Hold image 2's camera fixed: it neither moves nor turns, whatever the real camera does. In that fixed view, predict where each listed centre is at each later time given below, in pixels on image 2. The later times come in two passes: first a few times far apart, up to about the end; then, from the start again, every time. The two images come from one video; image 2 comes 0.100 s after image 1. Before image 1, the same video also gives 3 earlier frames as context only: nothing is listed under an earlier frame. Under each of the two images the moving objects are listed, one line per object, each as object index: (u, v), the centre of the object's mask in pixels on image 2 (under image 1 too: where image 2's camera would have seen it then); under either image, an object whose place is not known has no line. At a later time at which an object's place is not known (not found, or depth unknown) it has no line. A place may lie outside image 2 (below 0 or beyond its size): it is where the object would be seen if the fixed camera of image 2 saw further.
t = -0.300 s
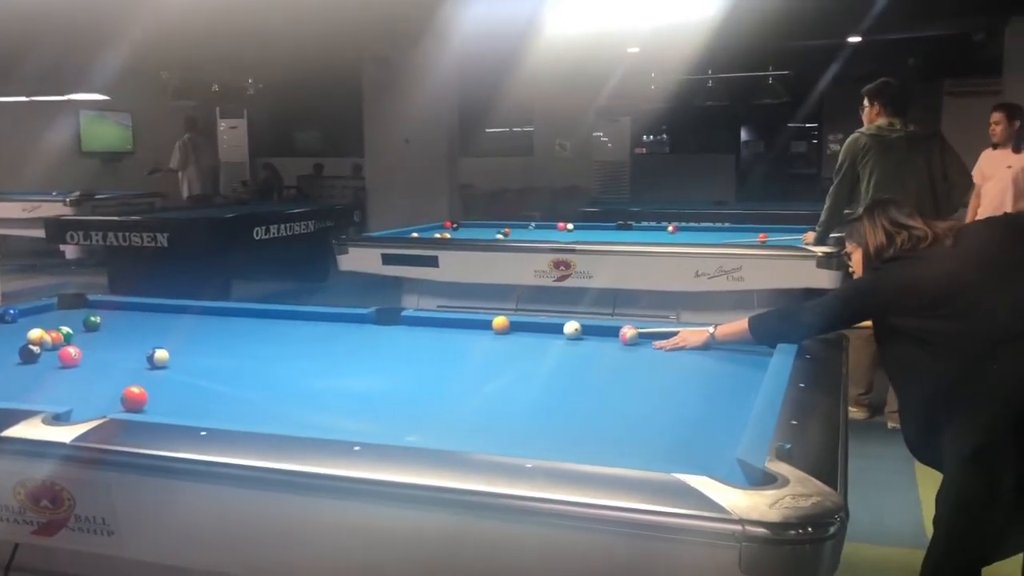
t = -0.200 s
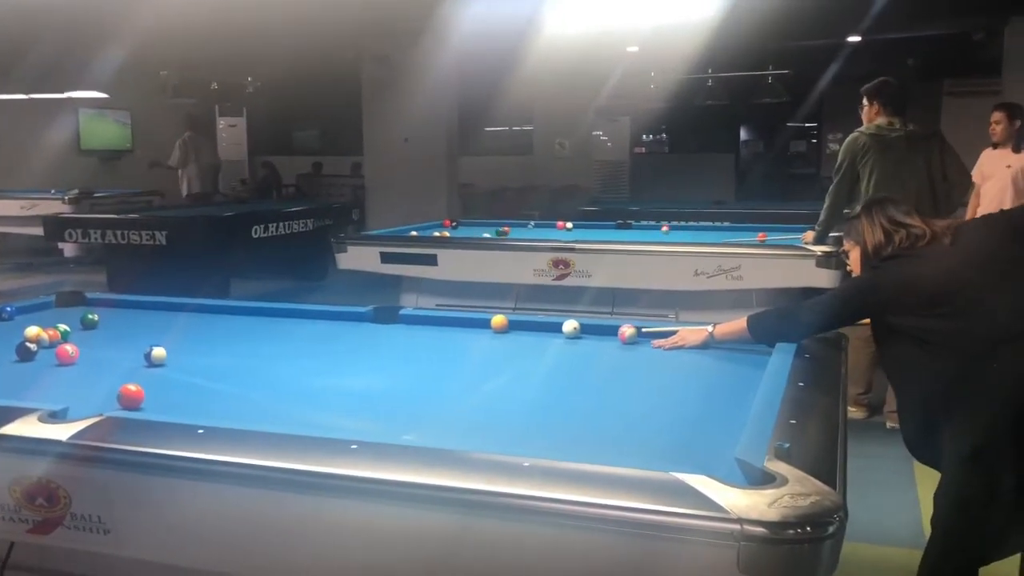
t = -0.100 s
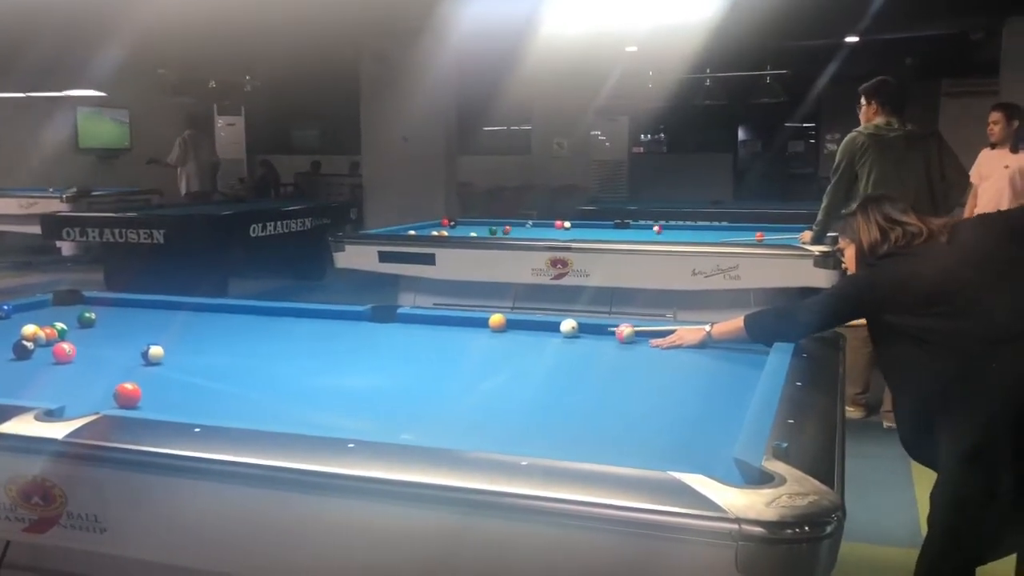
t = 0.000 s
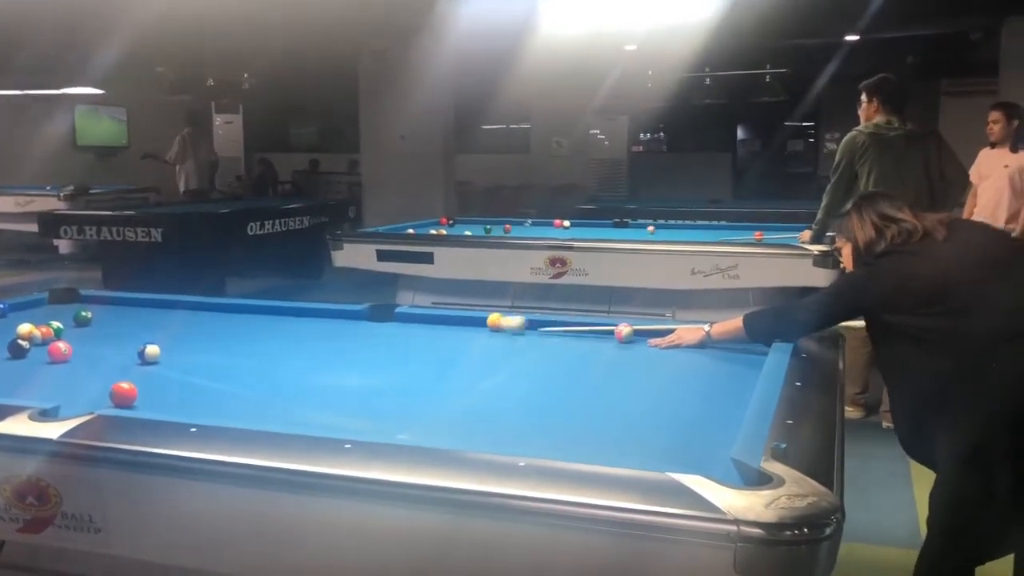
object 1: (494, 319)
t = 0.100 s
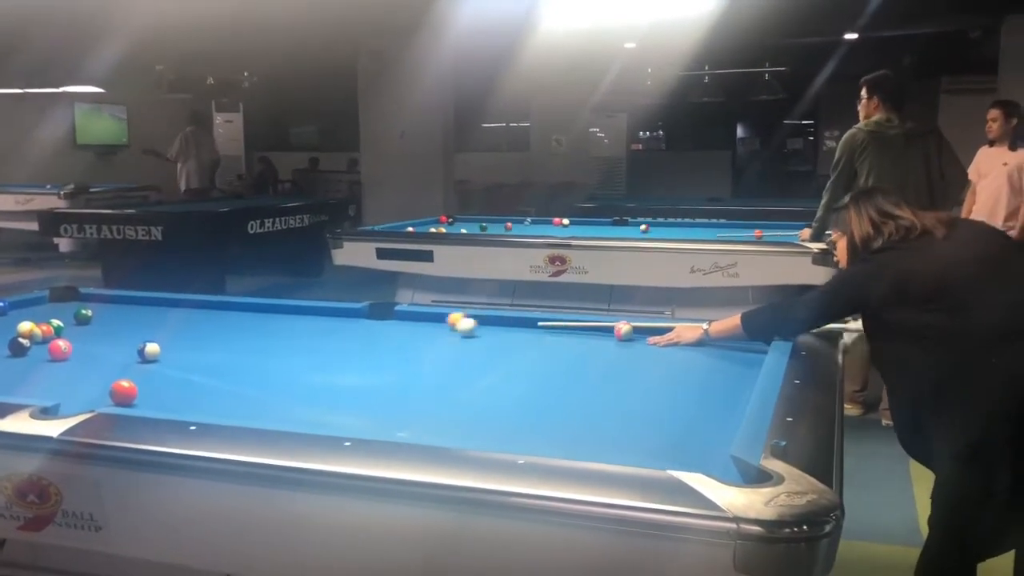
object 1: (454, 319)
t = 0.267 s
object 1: (398, 323)
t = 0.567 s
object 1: (297, 330)
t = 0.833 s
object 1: (203, 336)
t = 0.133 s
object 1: (443, 320)
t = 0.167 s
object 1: (432, 320)
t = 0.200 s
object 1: (420, 321)
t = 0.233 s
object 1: (410, 322)
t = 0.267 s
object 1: (398, 323)
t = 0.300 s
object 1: (388, 324)
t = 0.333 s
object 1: (376, 325)
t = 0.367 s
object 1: (365, 326)
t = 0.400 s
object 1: (354, 327)
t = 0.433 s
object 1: (343, 327)
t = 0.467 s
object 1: (331, 328)
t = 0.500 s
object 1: (321, 329)
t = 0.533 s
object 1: (309, 329)
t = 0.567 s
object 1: (297, 330)
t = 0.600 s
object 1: (286, 331)
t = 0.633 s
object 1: (274, 332)
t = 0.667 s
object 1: (262, 332)
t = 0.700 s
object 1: (250, 333)
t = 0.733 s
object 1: (239, 333)
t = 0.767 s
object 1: (227, 334)
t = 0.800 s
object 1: (215, 335)
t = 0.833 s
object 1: (203, 336)
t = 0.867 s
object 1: (191, 336)
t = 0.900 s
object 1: (179, 337)
